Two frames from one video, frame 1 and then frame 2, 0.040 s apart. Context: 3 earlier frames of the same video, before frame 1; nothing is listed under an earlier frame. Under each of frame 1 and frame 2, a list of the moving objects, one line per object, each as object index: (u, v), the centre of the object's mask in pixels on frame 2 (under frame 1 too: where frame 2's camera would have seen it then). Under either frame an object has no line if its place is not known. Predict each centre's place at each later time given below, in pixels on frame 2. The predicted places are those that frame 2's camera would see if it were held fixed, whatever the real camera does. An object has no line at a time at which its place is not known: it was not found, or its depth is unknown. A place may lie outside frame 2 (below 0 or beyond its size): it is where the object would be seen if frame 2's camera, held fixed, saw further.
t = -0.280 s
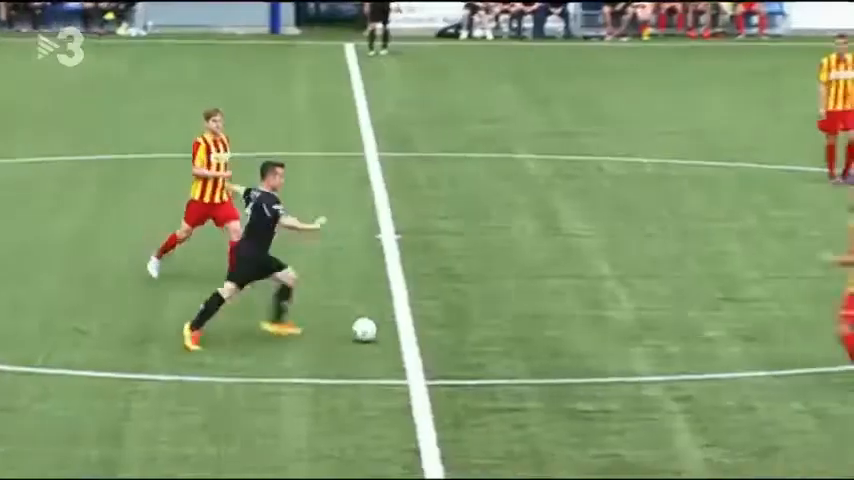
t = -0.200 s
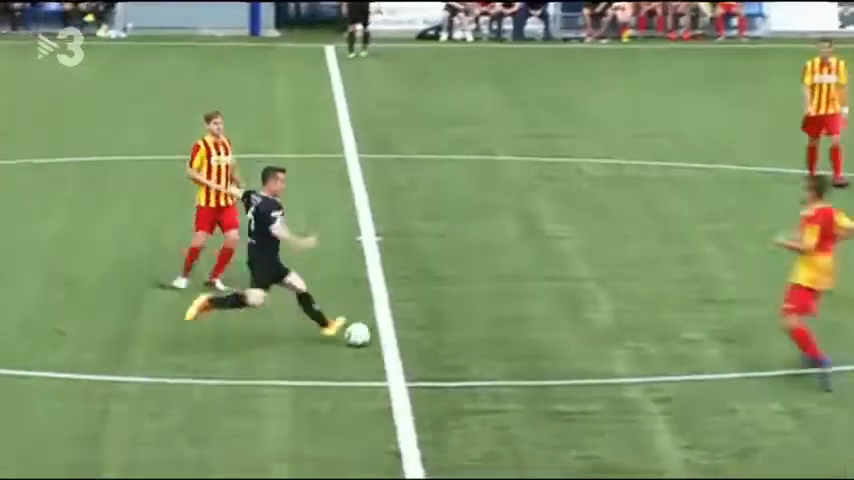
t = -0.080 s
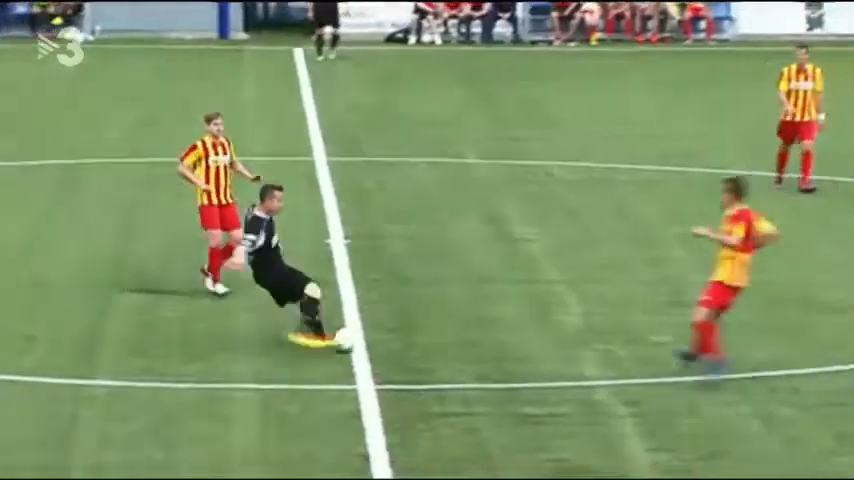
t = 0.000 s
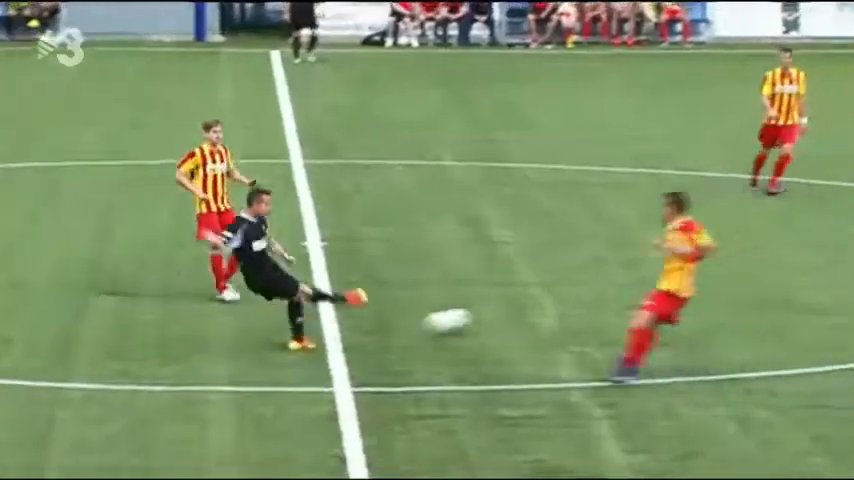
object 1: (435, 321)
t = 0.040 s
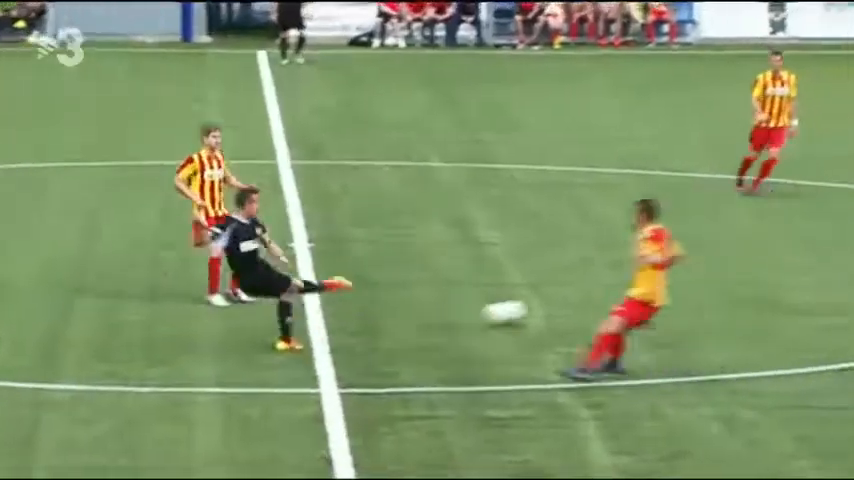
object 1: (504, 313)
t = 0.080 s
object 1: (570, 305)
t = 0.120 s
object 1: (640, 290)
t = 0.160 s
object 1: (687, 282)
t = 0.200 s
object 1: (742, 274)
